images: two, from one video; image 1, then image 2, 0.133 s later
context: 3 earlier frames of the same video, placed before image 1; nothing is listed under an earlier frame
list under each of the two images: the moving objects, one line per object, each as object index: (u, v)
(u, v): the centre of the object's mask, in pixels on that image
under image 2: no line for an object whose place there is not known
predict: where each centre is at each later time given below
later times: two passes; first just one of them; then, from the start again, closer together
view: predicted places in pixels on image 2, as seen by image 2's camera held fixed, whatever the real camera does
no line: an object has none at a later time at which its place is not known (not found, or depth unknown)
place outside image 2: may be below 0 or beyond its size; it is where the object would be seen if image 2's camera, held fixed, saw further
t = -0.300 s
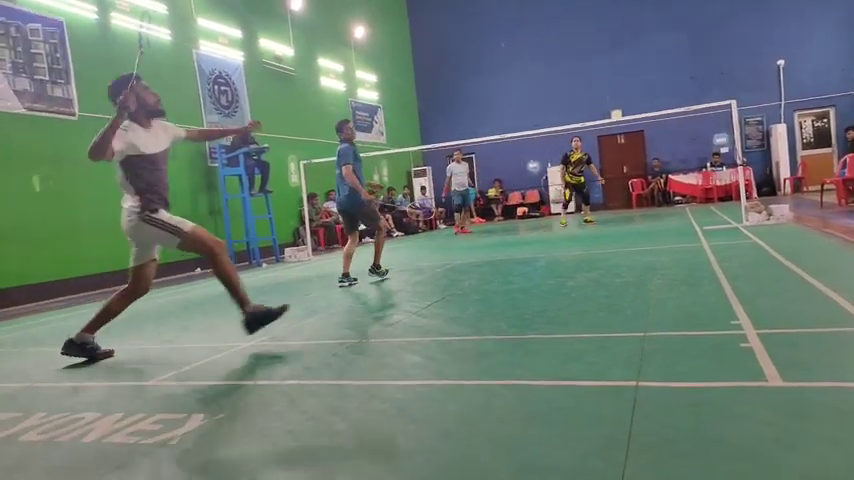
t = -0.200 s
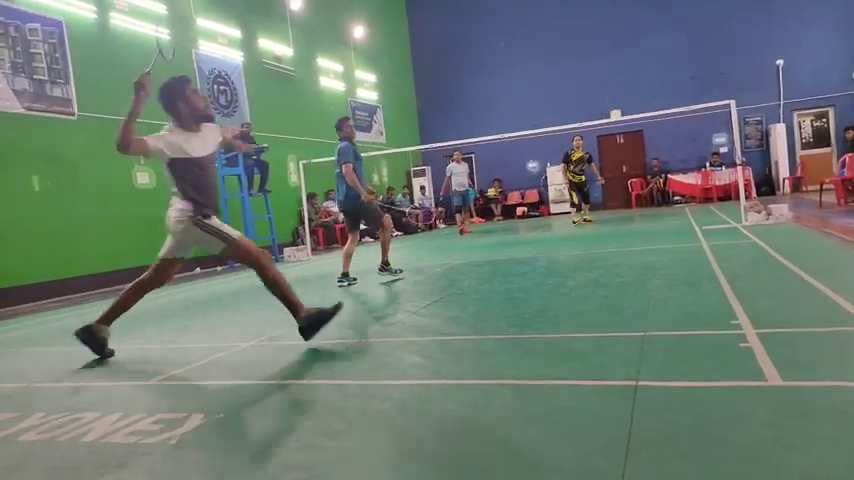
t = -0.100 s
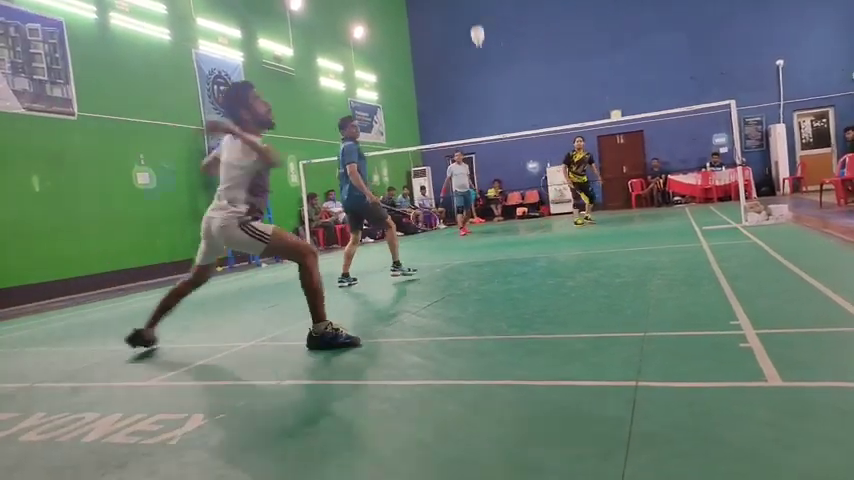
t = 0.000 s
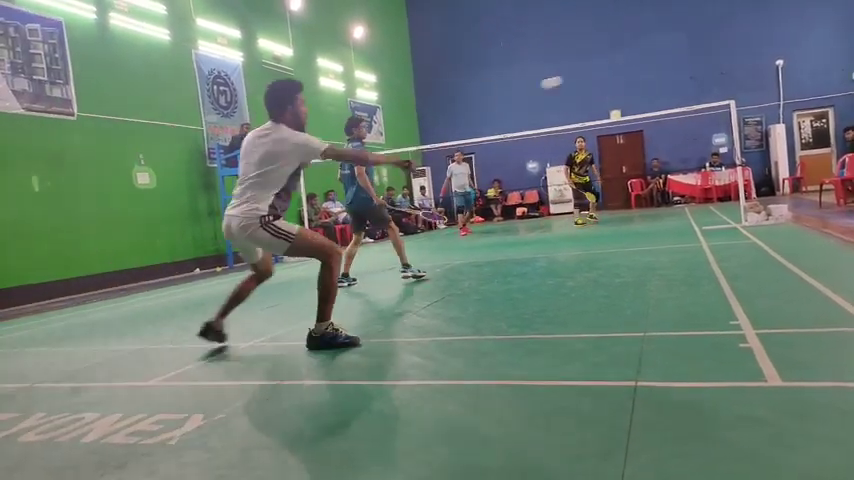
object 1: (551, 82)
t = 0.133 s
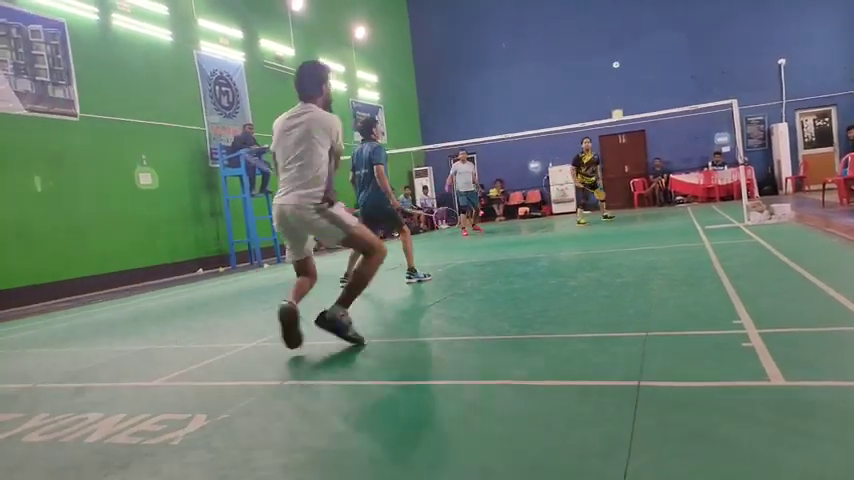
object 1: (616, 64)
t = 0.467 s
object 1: (642, 85)
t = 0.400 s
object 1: (639, 79)
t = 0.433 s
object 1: (640, 82)
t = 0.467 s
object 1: (642, 85)
